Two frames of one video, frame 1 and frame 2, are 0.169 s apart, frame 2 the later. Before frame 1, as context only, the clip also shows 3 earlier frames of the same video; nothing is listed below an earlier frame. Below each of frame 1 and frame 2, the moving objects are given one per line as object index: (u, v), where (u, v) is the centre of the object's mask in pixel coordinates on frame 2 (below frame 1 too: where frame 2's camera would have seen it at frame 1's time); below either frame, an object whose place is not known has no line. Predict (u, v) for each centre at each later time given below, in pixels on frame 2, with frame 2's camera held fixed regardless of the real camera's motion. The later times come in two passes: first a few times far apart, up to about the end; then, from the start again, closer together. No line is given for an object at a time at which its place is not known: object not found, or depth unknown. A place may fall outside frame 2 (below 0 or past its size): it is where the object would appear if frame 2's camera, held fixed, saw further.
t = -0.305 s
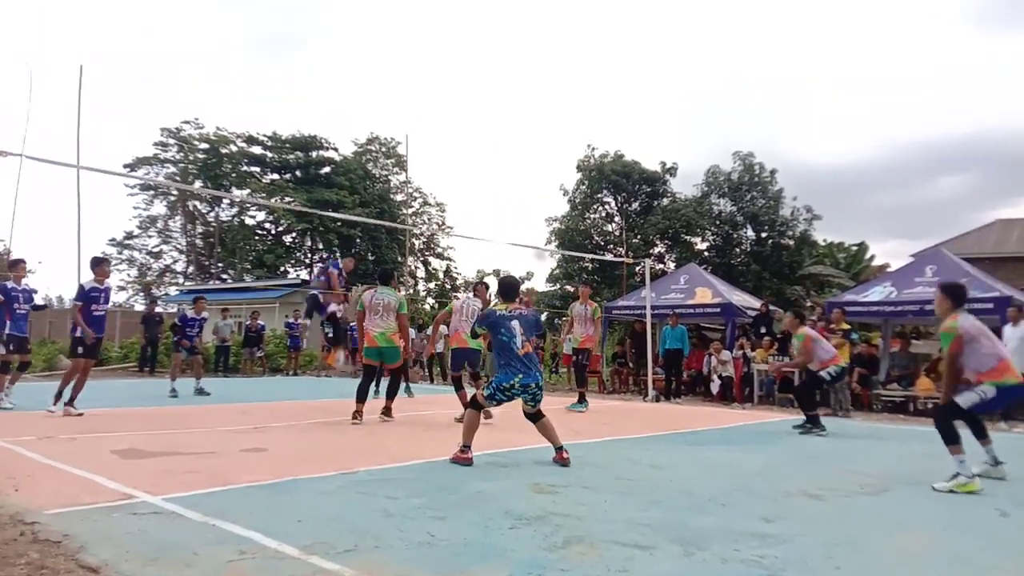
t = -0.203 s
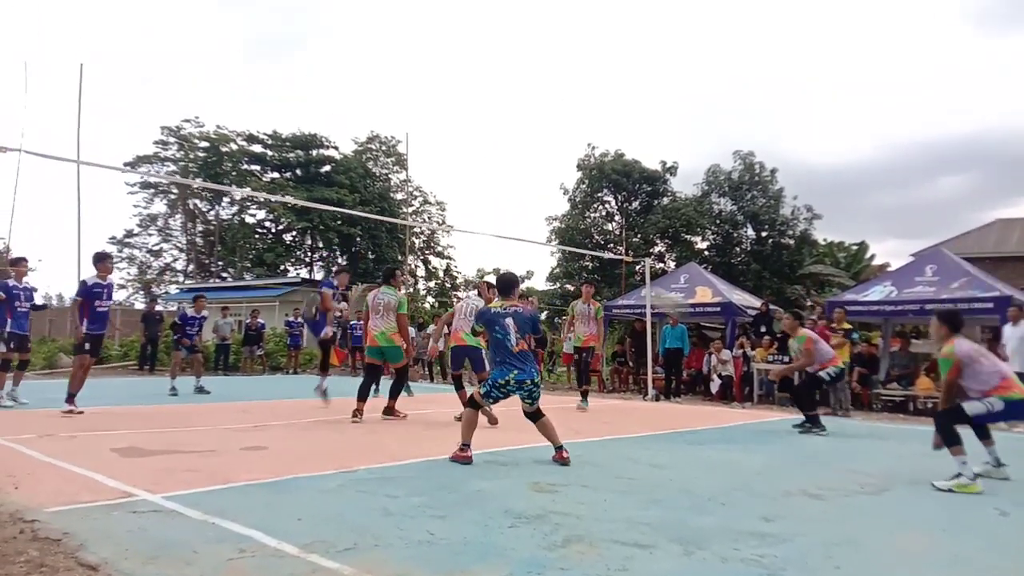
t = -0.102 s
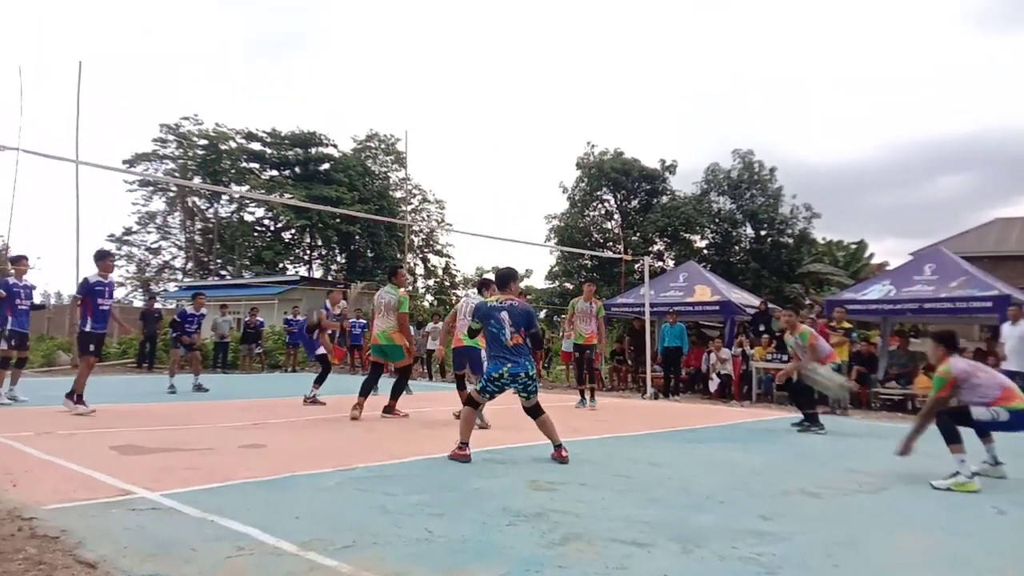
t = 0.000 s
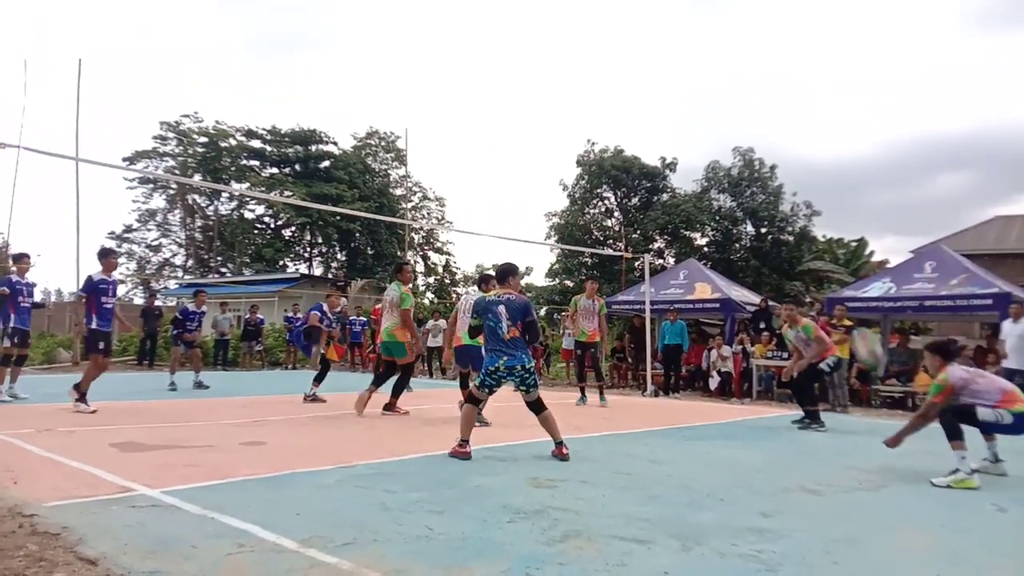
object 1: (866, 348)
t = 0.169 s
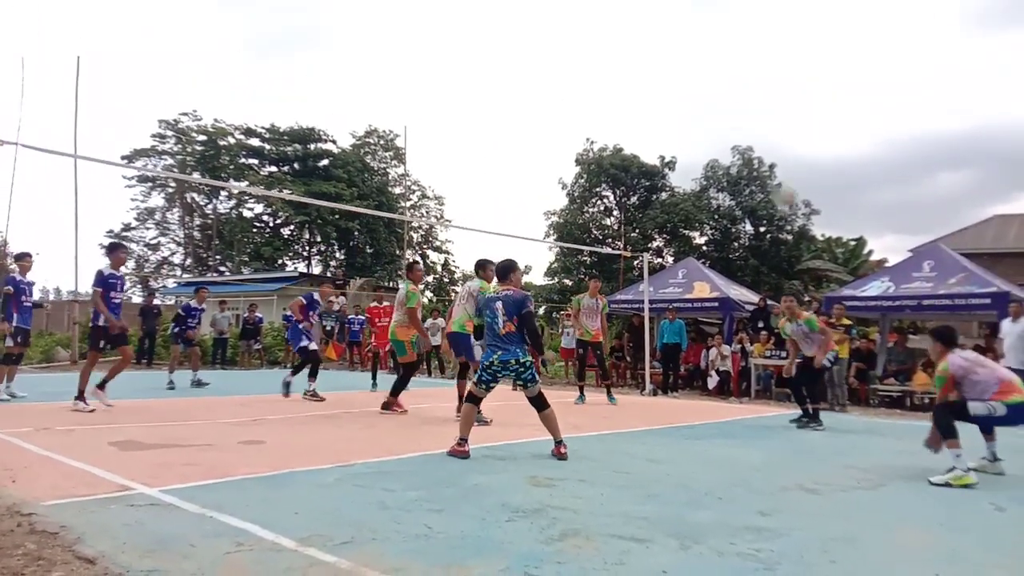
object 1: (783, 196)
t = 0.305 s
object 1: (732, 113)
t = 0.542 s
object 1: (652, 20)
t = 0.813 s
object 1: (572, -10)
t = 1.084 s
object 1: (500, 25)
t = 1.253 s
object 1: (457, 75)
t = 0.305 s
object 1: (732, 113)
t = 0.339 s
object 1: (720, 95)
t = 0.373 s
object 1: (707, 78)
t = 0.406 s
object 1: (695, 64)
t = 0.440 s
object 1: (684, 51)
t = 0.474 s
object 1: (673, 40)
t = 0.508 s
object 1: (662, 29)
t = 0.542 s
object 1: (652, 20)
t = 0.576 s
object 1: (641, 12)
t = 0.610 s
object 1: (631, 6)
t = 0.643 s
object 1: (621, 0)
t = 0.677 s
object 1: (611, -4)
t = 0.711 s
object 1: (601, -7)
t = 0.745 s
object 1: (591, -8)
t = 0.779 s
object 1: (581, -10)
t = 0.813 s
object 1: (572, -10)
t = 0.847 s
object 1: (563, -9)
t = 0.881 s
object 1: (554, -7)
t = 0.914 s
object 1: (544, -4)
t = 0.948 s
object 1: (535, 0)
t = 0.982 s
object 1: (526, 5)
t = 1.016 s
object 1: (517, 12)
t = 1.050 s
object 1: (508, 18)
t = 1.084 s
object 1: (500, 25)
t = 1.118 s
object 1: (491, 34)
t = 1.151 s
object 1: (483, 43)
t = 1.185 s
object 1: (474, 53)
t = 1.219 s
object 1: (465, 64)
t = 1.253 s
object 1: (457, 75)
